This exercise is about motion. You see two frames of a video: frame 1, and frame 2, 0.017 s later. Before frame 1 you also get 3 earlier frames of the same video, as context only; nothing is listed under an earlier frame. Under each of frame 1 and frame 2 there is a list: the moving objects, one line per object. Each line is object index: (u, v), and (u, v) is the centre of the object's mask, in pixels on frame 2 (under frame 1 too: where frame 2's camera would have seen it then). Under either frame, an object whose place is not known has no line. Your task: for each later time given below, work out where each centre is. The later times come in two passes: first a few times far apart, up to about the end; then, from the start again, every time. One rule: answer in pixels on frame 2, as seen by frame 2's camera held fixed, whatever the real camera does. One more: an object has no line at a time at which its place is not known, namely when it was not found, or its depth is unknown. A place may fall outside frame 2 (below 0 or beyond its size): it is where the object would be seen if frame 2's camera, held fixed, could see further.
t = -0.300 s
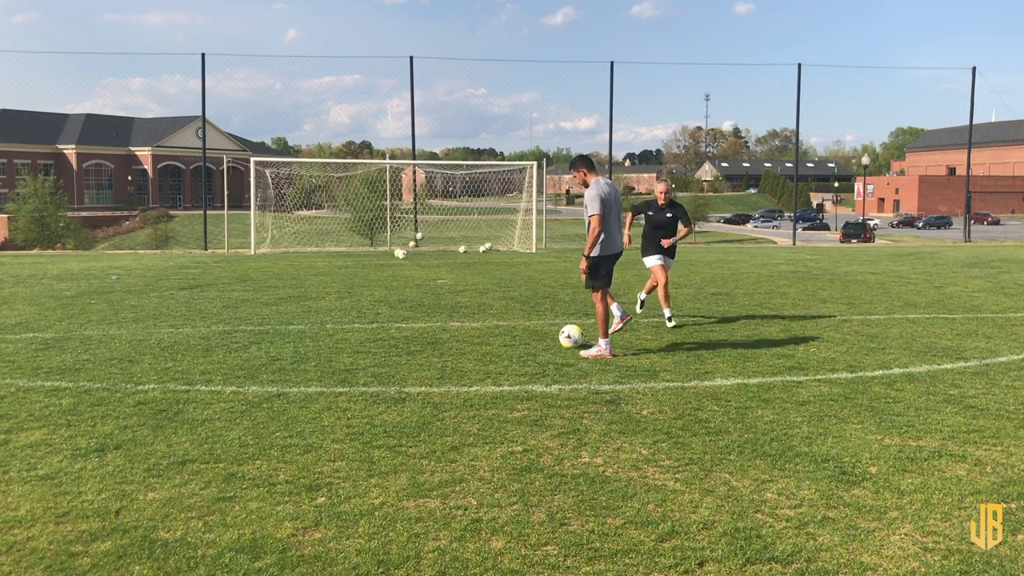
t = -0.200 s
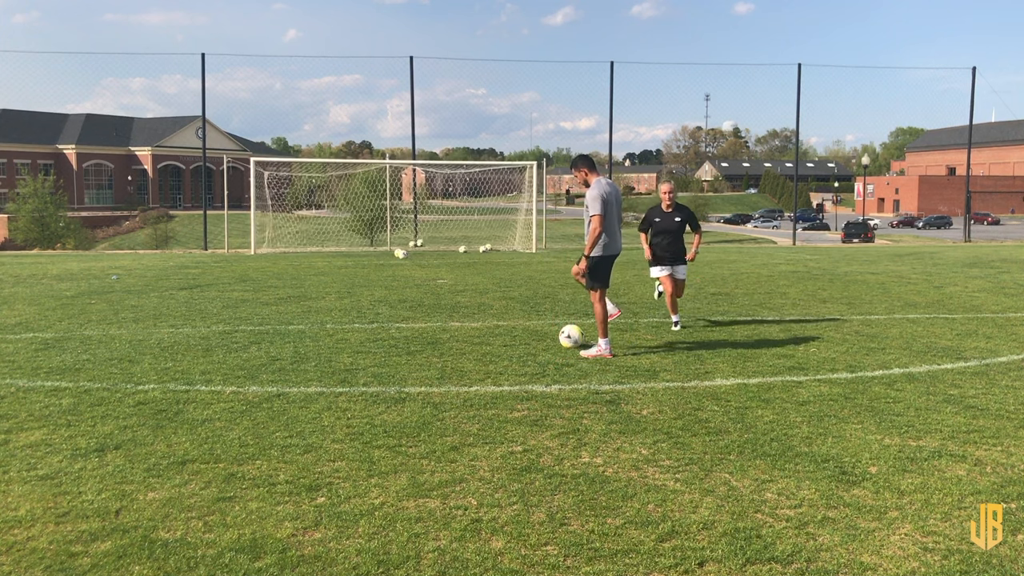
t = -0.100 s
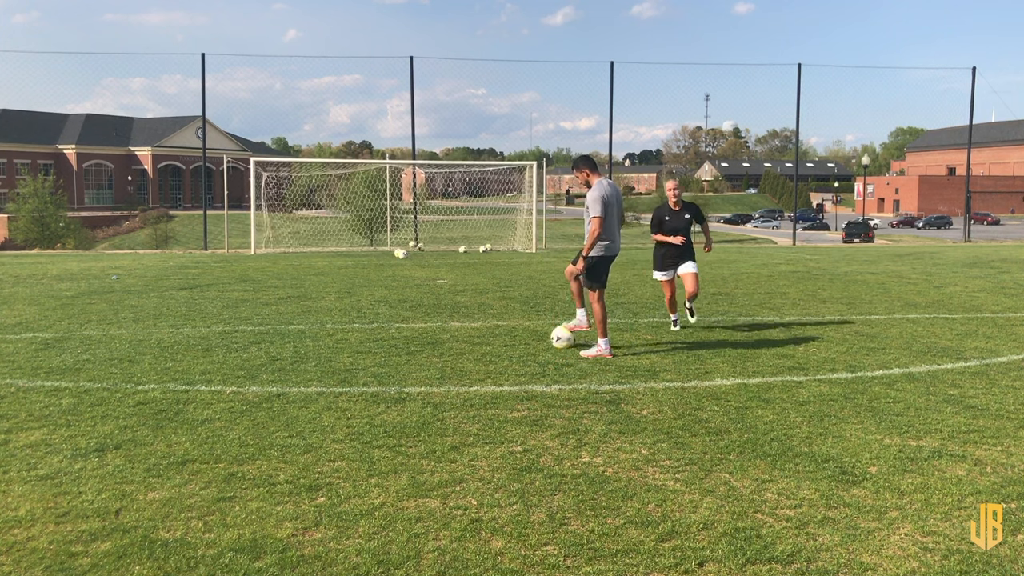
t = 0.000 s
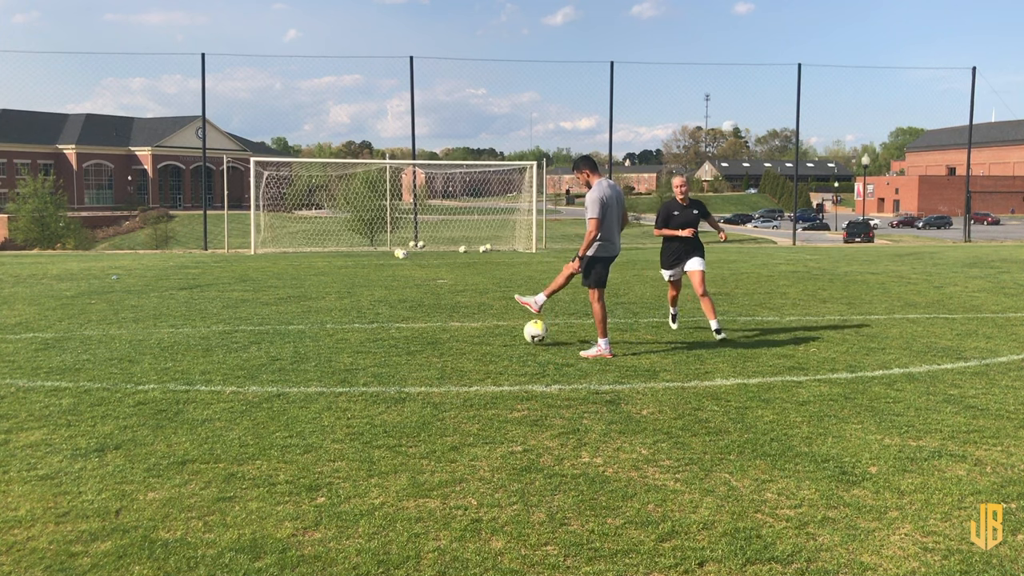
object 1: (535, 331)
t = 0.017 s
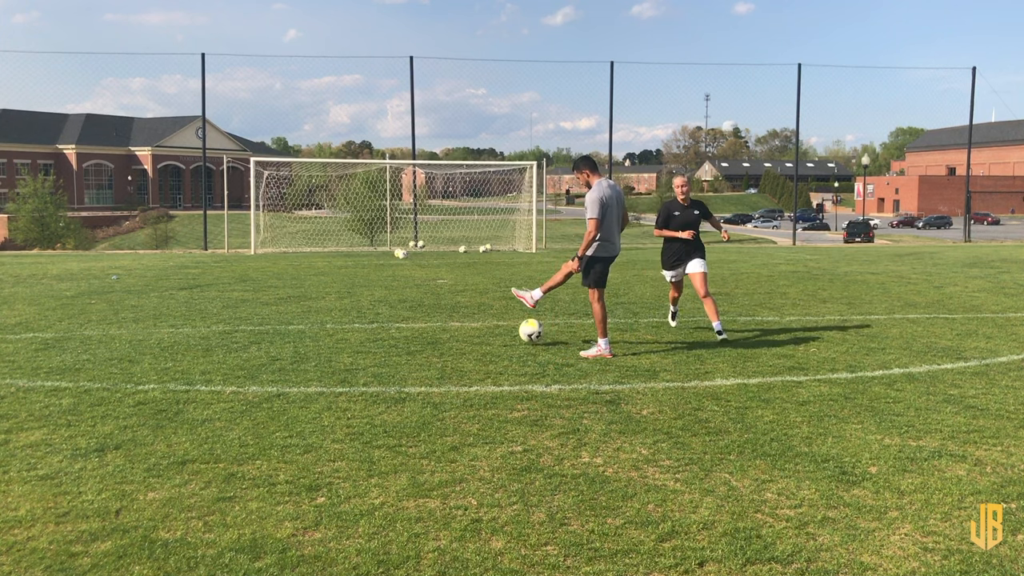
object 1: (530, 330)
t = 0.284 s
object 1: (460, 331)
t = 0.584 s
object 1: (387, 328)
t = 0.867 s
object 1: (327, 325)
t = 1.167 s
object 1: (273, 323)
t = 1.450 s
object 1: (230, 321)
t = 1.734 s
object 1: (191, 320)
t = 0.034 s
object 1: (525, 330)
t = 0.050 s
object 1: (522, 330)
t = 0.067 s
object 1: (517, 329)
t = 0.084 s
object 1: (512, 330)
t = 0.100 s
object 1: (508, 331)
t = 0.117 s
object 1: (503, 331)
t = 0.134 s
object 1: (499, 332)
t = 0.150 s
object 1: (495, 333)
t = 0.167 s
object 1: (489, 333)
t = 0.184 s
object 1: (486, 332)
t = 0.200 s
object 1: (481, 331)
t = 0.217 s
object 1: (476, 331)
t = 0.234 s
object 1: (473, 330)
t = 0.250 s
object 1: (468, 330)
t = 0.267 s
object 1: (463, 330)
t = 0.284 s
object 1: (460, 331)
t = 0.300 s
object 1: (455, 331)
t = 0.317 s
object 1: (451, 331)
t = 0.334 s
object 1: (447, 330)
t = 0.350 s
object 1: (442, 329)
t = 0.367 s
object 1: (438, 329)
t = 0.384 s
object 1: (435, 328)
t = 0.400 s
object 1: (430, 328)
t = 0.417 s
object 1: (426, 328)
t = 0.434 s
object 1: (422, 328)
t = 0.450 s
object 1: (418, 329)
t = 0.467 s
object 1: (414, 329)
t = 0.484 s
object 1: (410, 329)
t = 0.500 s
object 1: (406, 329)
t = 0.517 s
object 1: (403, 328)
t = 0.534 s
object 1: (398, 327)
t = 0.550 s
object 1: (395, 327)
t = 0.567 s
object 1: (391, 327)
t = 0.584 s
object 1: (387, 328)
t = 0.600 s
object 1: (384, 328)
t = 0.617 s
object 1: (380, 328)
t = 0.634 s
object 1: (377, 327)
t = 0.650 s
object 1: (373, 326)
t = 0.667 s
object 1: (369, 326)
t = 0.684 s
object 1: (365, 325)
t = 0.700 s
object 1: (361, 325)
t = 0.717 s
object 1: (358, 326)
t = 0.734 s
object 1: (355, 326)
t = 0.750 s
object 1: (351, 326)
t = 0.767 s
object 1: (347, 327)
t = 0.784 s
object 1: (343, 326)
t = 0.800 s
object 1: (341, 326)
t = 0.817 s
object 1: (337, 325)
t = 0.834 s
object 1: (334, 325)
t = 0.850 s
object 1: (331, 325)
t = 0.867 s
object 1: (327, 325)
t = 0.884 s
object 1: (324, 326)
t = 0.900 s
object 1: (321, 325)
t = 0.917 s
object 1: (319, 325)
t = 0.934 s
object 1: (315, 324)
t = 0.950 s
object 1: (312, 324)
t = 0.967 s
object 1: (309, 324)
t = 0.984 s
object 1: (307, 324)
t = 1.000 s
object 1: (302, 324)
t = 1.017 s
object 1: (299, 324)
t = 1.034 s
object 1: (296, 324)
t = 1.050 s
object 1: (294, 324)
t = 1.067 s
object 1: (290, 324)
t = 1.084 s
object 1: (287, 323)
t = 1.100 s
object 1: (284, 323)
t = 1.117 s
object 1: (281, 323)
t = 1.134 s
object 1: (279, 323)
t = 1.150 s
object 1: (276, 323)
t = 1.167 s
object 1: (273, 323)
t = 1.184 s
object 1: (271, 322)
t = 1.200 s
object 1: (268, 322)
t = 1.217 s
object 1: (265, 322)
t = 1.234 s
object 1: (263, 322)
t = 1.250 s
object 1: (260, 322)
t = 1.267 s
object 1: (257, 321)
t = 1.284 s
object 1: (255, 321)
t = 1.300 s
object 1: (252, 321)
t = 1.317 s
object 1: (250, 321)
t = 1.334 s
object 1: (248, 322)
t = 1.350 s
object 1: (244, 322)
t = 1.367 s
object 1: (242, 322)
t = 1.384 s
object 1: (240, 321)
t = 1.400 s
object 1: (237, 321)
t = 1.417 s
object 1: (234, 321)
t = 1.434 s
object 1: (232, 321)
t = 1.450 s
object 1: (230, 321)
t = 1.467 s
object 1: (227, 321)
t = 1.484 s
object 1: (225, 321)
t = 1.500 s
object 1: (223, 321)
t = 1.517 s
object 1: (220, 321)
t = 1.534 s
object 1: (217, 320)
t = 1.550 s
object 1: (215, 320)
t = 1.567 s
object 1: (213, 320)
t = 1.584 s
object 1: (210, 320)
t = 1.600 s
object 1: (208, 320)
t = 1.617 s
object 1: (206, 321)
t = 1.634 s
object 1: (204, 321)
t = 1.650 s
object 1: (201, 321)
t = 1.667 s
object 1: (199, 320)
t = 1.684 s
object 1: (197, 320)
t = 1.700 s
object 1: (195, 320)
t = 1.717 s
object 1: (193, 320)
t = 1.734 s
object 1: (191, 320)
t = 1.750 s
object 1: (188, 320)
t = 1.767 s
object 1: (186, 321)
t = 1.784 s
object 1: (184, 321)
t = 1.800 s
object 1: (182, 321)
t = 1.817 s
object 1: (180, 321)
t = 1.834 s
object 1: (178, 321)
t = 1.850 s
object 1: (176, 321)
